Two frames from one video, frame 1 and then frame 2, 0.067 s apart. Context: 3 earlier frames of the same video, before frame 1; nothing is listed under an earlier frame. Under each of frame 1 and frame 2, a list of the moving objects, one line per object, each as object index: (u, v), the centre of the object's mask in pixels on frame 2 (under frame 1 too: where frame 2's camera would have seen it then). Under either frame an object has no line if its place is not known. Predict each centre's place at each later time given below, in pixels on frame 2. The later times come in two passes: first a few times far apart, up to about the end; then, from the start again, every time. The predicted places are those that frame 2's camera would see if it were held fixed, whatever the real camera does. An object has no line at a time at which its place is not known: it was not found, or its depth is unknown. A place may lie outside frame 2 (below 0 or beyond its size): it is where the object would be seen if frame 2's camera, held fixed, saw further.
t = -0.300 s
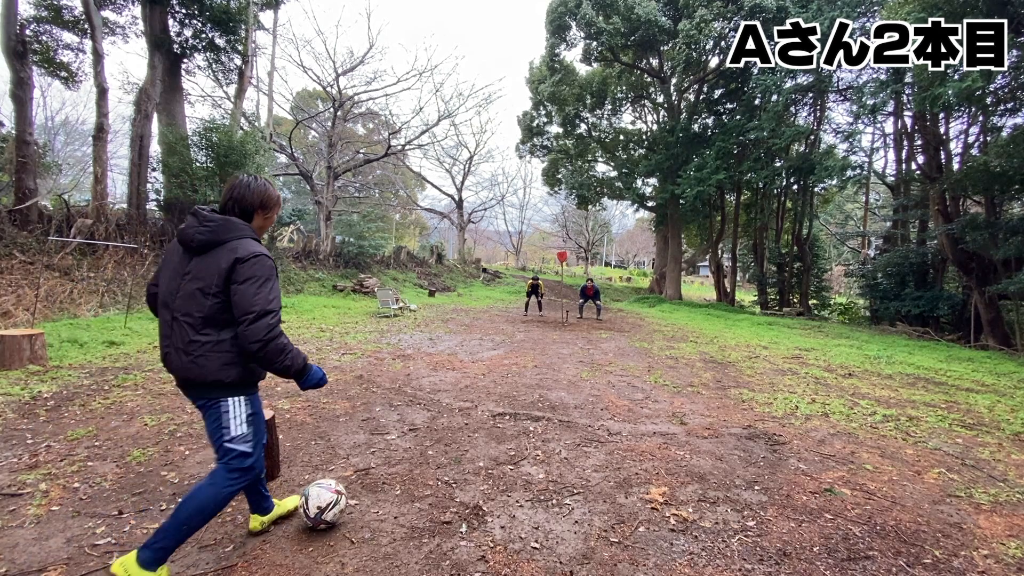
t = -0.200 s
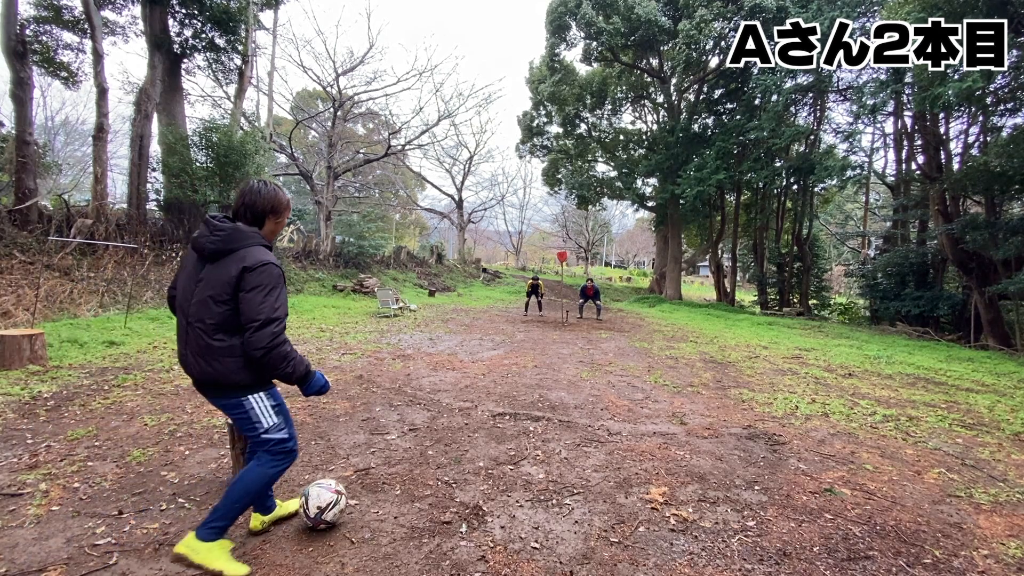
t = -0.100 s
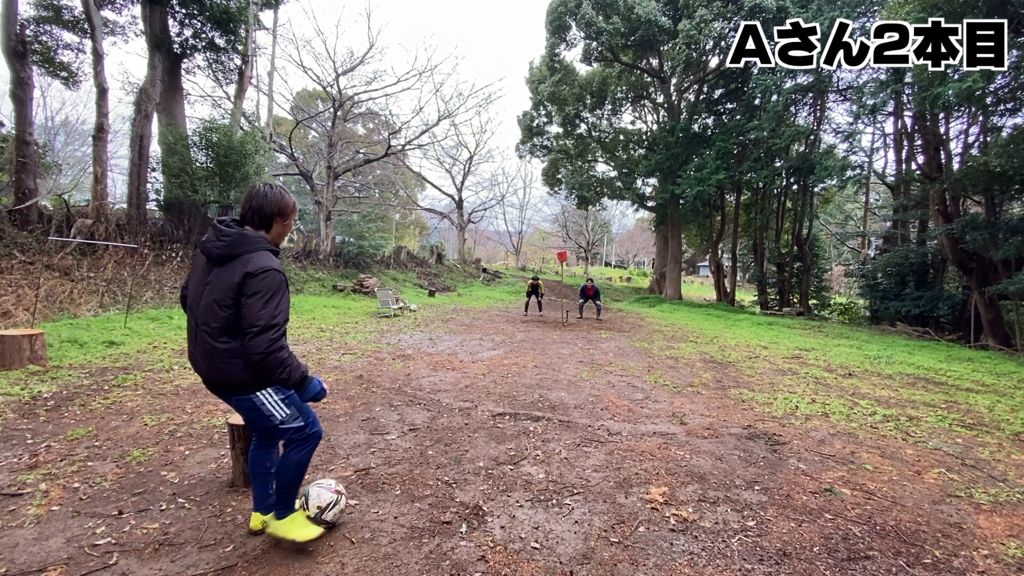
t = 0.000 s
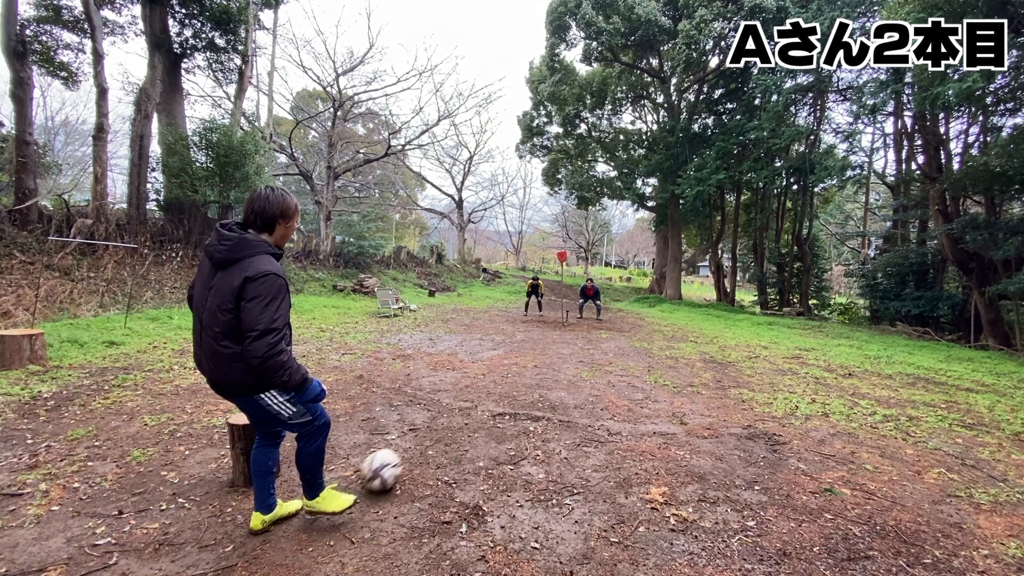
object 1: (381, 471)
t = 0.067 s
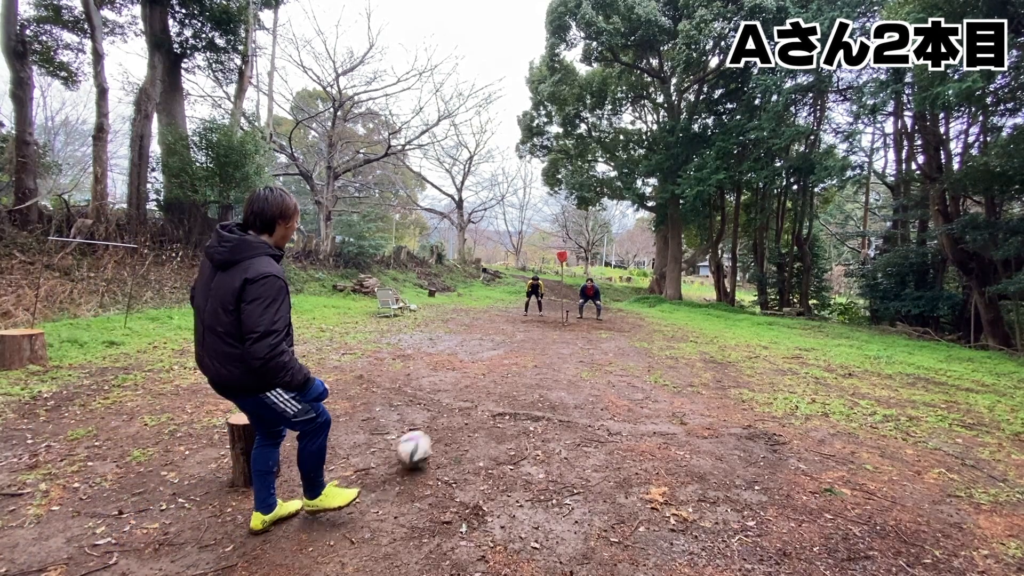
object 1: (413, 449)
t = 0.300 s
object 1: (479, 410)
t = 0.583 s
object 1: (517, 386)
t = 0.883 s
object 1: (541, 370)
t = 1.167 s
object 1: (557, 361)
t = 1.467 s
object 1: (571, 354)
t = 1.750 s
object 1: (582, 349)
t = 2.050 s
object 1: (591, 344)
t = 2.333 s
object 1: (596, 340)
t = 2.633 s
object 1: (602, 336)
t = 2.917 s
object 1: (604, 333)
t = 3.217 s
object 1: (605, 329)
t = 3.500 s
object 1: (605, 328)
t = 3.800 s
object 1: (605, 326)
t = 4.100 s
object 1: (605, 326)
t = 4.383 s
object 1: (605, 325)
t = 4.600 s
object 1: (606, 325)
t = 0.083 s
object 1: (421, 445)
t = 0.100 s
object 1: (427, 442)
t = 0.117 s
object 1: (433, 440)
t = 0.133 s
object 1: (439, 435)
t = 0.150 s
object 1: (444, 432)
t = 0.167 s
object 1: (449, 429)
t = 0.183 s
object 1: (453, 427)
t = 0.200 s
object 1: (457, 424)
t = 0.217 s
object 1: (462, 422)
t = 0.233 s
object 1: (466, 419)
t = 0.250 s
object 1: (469, 417)
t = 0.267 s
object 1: (473, 415)
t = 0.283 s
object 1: (476, 413)
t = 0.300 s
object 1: (479, 410)
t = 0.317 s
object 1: (482, 409)
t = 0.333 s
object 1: (484, 407)
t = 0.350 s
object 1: (487, 407)
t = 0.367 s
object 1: (490, 406)
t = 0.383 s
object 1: (492, 404)
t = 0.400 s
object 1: (495, 403)
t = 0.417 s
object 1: (497, 400)
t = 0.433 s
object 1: (499, 398)
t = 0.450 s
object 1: (501, 396)
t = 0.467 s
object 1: (503, 396)
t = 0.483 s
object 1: (505, 395)
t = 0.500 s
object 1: (508, 394)
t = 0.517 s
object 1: (509, 393)
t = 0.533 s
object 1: (511, 391)
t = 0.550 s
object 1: (513, 388)
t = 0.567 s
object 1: (515, 387)
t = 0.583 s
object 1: (517, 386)
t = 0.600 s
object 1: (518, 384)
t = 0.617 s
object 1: (520, 385)
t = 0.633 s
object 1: (522, 385)
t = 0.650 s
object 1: (523, 384)
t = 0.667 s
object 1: (525, 382)
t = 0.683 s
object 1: (526, 381)
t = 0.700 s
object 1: (527, 379)
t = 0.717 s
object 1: (529, 378)
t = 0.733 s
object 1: (530, 377)
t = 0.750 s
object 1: (531, 377)
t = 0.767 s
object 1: (532, 376)
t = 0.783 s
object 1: (534, 374)
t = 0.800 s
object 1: (535, 373)
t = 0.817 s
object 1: (537, 373)
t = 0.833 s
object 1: (538, 372)
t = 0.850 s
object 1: (539, 372)
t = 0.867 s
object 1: (540, 371)
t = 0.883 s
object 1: (541, 370)
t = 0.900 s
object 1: (542, 369)
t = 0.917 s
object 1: (543, 369)
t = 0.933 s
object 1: (544, 368)
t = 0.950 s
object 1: (545, 368)
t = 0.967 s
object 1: (546, 367)
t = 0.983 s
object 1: (547, 367)
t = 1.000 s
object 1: (548, 366)
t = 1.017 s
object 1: (549, 366)
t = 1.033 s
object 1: (550, 365)
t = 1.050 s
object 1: (551, 364)
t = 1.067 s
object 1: (552, 364)
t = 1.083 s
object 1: (553, 364)
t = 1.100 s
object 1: (554, 364)
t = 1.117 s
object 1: (555, 363)
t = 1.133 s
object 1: (556, 362)
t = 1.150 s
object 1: (556, 362)
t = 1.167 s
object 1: (557, 361)
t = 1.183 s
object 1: (558, 361)
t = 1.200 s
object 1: (559, 361)
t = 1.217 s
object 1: (560, 361)
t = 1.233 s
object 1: (560, 360)
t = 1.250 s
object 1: (561, 360)
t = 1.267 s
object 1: (562, 359)
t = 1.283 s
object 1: (563, 359)
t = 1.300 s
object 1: (564, 358)
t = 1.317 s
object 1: (564, 358)
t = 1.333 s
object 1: (565, 358)
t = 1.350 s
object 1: (566, 357)
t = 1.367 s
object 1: (567, 356)
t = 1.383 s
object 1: (567, 356)
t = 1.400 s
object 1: (568, 355)
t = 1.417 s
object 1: (569, 355)
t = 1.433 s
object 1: (570, 355)
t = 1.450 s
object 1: (571, 354)
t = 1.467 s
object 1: (571, 354)
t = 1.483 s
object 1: (572, 353)
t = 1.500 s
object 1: (573, 353)
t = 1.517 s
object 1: (573, 352)
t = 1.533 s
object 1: (574, 352)
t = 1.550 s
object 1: (575, 352)
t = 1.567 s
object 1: (575, 352)
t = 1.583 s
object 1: (576, 352)
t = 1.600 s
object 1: (576, 351)
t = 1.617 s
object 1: (577, 351)
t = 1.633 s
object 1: (578, 351)
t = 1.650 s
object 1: (578, 350)
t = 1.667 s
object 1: (579, 350)
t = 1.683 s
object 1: (580, 350)
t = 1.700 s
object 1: (580, 351)
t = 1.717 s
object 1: (581, 350)
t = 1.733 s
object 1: (582, 350)
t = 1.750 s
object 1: (582, 349)
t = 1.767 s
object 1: (582, 349)
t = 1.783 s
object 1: (583, 349)
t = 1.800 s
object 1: (583, 349)
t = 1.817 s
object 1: (584, 348)
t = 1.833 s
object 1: (584, 348)
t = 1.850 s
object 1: (585, 348)
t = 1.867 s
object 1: (585, 348)
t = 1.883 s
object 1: (586, 347)
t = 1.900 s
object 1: (586, 347)
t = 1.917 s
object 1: (587, 346)
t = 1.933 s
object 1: (587, 346)
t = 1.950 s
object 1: (588, 346)
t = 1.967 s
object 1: (588, 346)
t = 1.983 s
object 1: (588, 345)
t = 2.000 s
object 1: (589, 345)
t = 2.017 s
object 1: (589, 345)
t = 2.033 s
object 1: (590, 344)
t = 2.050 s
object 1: (591, 344)
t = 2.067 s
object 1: (591, 344)
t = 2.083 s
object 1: (591, 343)
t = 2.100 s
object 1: (591, 343)
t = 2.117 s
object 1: (592, 343)
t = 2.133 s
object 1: (592, 343)
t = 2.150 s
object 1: (593, 342)
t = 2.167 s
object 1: (593, 342)
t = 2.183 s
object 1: (593, 342)
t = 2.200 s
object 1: (593, 342)
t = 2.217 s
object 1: (594, 342)
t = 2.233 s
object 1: (594, 342)
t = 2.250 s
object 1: (595, 341)
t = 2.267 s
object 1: (595, 341)
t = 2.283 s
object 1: (596, 341)
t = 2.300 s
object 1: (596, 341)
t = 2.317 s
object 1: (596, 340)
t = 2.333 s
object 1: (596, 340)
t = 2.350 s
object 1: (597, 340)
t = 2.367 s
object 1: (598, 339)
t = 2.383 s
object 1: (598, 339)
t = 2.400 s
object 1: (598, 339)
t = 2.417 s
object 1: (599, 339)
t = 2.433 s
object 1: (599, 338)
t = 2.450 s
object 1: (599, 338)
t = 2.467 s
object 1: (599, 338)
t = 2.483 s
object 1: (600, 338)
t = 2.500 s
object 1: (600, 337)
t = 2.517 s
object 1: (600, 337)
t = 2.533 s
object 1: (600, 337)
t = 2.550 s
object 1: (601, 337)
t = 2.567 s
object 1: (601, 337)
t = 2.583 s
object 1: (601, 337)
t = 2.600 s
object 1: (601, 337)
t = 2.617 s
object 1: (601, 336)
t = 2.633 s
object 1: (602, 336)
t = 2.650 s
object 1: (602, 336)
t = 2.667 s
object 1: (602, 336)
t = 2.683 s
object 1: (602, 335)
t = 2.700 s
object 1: (603, 335)
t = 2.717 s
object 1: (603, 335)
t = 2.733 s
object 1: (603, 334)
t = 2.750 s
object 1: (603, 334)
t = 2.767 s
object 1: (604, 334)
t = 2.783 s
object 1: (604, 334)
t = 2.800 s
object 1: (604, 334)
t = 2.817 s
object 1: (604, 334)
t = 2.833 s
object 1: (604, 333)
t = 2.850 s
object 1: (604, 333)
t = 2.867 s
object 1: (604, 333)
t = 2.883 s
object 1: (604, 333)
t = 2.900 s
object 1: (605, 333)
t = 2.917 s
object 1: (604, 333)
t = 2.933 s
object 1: (604, 333)
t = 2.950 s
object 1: (604, 332)
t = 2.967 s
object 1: (605, 332)
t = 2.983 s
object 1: (605, 332)
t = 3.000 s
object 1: (605, 332)
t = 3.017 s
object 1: (605, 332)
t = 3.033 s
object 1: (605, 331)
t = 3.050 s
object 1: (605, 331)
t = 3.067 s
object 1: (605, 331)
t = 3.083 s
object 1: (605, 331)
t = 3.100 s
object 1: (605, 331)
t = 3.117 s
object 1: (605, 331)
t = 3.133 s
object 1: (605, 331)
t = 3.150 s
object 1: (605, 330)
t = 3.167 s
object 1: (605, 330)
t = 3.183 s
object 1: (605, 330)
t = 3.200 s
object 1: (605, 330)
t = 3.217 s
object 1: (605, 329)
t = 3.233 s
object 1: (605, 330)
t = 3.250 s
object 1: (605, 329)
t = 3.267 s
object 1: (605, 329)
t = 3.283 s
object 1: (605, 329)
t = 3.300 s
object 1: (605, 329)
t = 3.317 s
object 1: (605, 329)
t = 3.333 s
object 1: (605, 329)
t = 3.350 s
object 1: (605, 329)
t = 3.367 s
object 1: (605, 329)
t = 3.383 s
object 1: (605, 329)
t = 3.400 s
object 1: (605, 328)
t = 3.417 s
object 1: (605, 328)
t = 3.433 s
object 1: (605, 328)
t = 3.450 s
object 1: (605, 328)
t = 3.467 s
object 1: (605, 328)
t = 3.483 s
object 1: (605, 328)
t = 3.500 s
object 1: (605, 328)
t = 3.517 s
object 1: (605, 328)
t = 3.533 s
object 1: (605, 328)
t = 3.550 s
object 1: (605, 328)
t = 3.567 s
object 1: (605, 327)
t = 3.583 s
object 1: (605, 327)
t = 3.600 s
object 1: (605, 327)
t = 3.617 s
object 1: (605, 327)
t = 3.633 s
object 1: (605, 327)
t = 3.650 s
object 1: (605, 327)
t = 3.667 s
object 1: (605, 327)
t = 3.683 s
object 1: (605, 327)
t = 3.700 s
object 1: (605, 327)
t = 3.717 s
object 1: (605, 327)
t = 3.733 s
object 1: (605, 327)
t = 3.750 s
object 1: (605, 327)
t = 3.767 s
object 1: (605, 326)
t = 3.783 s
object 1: (605, 326)
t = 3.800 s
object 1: (605, 326)
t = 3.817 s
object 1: (605, 326)
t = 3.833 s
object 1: (605, 326)
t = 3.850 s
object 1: (605, 326)
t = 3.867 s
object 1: (605, 326)
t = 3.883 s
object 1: (605, 326)
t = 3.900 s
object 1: (605, 326)
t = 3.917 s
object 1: (605, 326)
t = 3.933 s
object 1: (605, 326)
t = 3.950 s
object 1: (605, 326)
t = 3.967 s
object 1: (605, 326)
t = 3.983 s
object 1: (605, 326)
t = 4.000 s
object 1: (605, 326)
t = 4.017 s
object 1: (605, 326)
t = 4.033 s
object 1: (605, 326)
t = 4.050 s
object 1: (605, 326)
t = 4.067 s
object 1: (605, 326)
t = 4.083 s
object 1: (605, 326)
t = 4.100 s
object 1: (605, 326)
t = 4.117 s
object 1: (605, 326)
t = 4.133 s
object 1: (605, 326)
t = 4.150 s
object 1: (605, 326)
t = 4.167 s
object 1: (605, 326)
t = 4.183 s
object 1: (605, 326)
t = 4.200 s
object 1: (605, 326)
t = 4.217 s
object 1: (605, 325)
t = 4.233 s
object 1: (605, 325)
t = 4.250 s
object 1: (605, 325)
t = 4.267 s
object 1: (605, 325)
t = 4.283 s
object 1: (605, 326)
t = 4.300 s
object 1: (605, 325)
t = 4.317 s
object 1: (605, 325)
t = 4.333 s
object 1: (605, 325)
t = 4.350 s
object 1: (605, 325)
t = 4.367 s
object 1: (605, 325)
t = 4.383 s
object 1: (605, 325)
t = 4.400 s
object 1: (605, 325)
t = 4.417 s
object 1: (605, 325)
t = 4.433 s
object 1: (605, 325)
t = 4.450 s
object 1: (605, 325)
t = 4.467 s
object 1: (605, 325)
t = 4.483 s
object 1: (605, 325)
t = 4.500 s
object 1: (605, 325)
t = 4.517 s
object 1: (605, 325)
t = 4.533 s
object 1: (605, 325)
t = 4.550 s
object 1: (605, 325)
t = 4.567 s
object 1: (605, 325)
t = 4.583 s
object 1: (605, 325)
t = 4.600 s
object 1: (606, 325)
